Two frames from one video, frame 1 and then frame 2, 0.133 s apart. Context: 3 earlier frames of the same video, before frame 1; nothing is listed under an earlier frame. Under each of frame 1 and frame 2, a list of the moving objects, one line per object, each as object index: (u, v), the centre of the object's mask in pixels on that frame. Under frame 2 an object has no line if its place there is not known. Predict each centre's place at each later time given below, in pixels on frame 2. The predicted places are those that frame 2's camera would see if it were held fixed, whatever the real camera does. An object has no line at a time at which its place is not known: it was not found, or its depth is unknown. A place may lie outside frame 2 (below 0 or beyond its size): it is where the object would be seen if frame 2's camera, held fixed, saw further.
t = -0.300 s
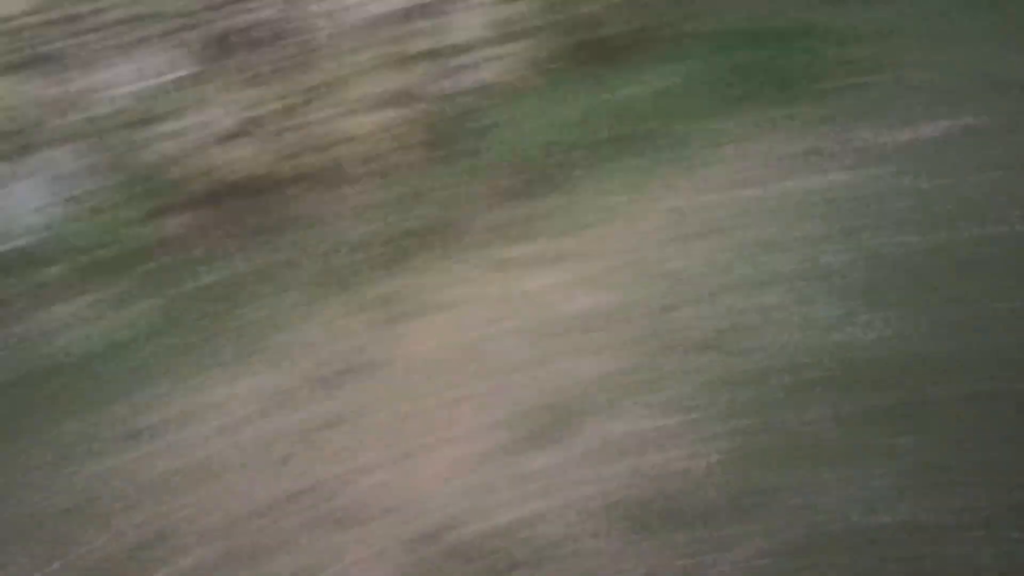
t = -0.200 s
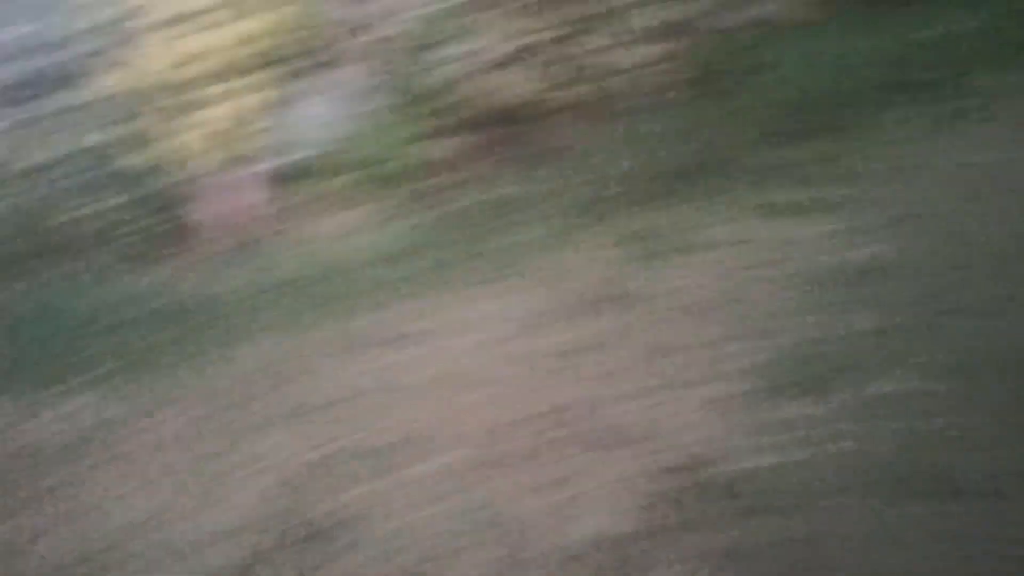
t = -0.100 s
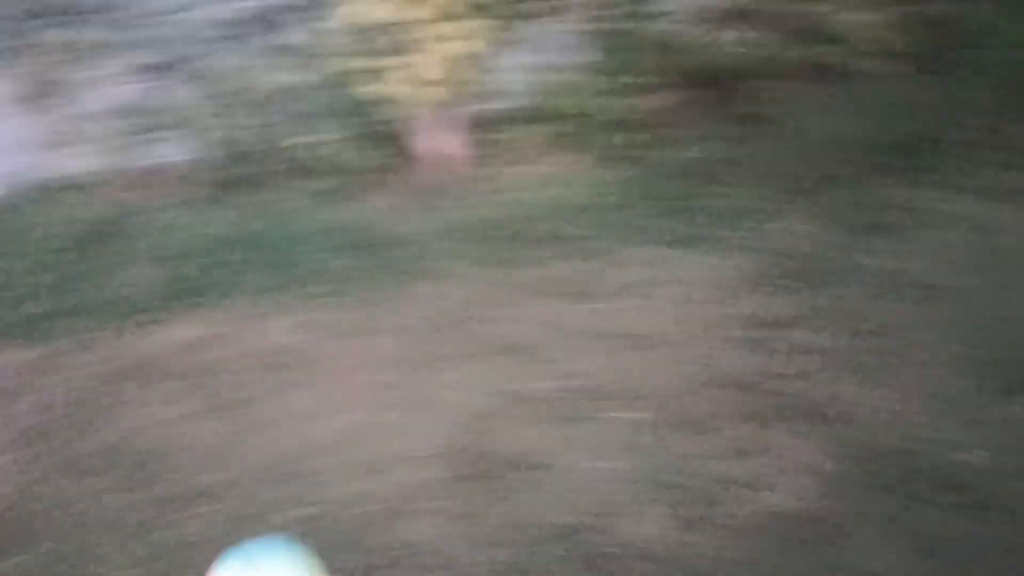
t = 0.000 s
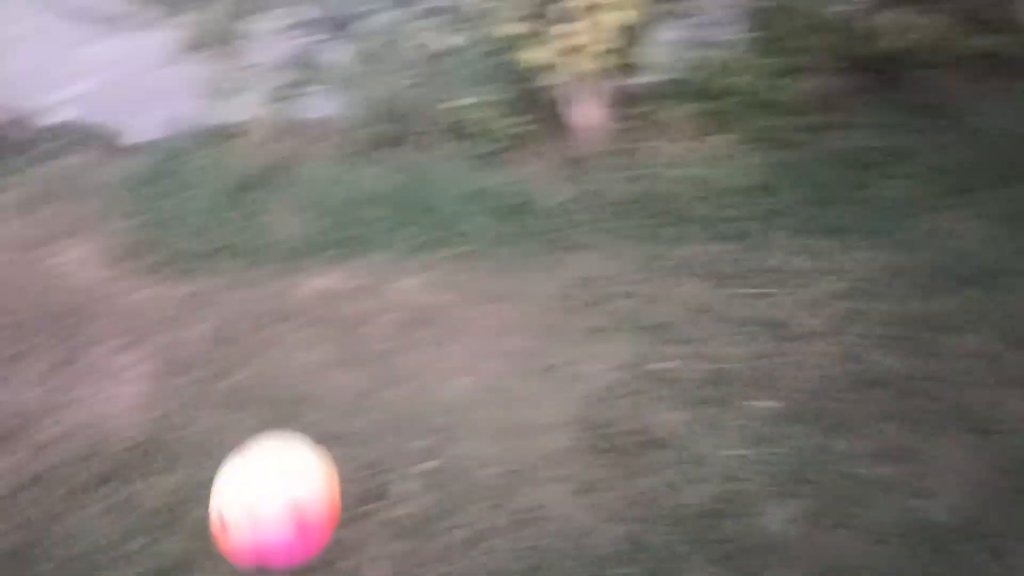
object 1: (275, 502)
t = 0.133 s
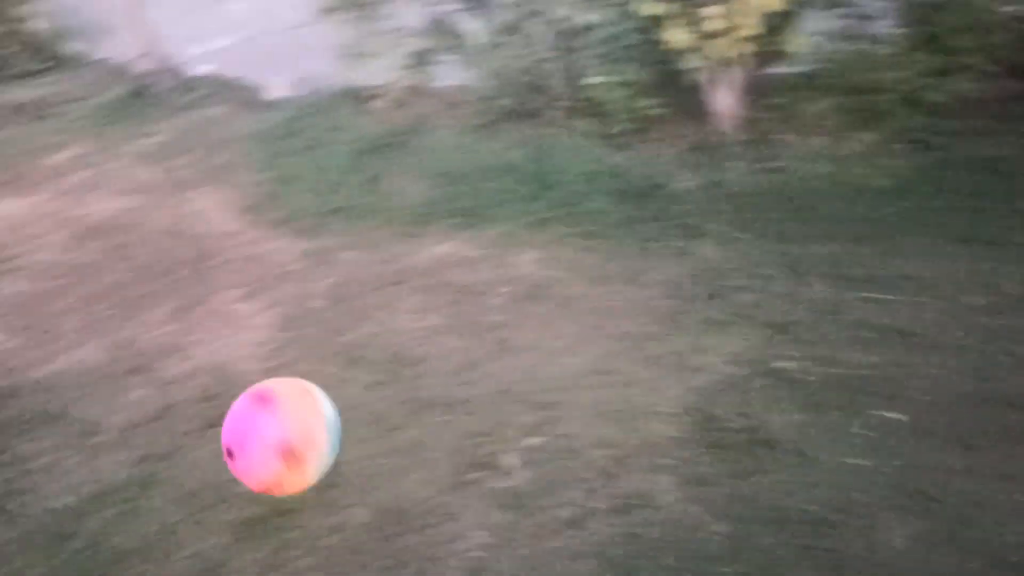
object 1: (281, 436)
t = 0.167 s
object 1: (262, 439)
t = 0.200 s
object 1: (243, 444)
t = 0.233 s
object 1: (227, 453)
